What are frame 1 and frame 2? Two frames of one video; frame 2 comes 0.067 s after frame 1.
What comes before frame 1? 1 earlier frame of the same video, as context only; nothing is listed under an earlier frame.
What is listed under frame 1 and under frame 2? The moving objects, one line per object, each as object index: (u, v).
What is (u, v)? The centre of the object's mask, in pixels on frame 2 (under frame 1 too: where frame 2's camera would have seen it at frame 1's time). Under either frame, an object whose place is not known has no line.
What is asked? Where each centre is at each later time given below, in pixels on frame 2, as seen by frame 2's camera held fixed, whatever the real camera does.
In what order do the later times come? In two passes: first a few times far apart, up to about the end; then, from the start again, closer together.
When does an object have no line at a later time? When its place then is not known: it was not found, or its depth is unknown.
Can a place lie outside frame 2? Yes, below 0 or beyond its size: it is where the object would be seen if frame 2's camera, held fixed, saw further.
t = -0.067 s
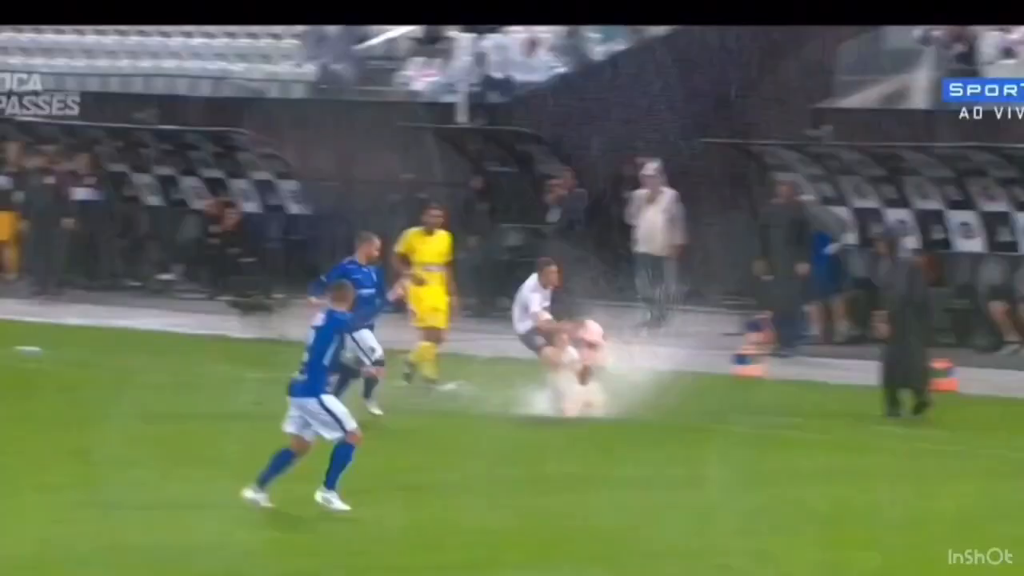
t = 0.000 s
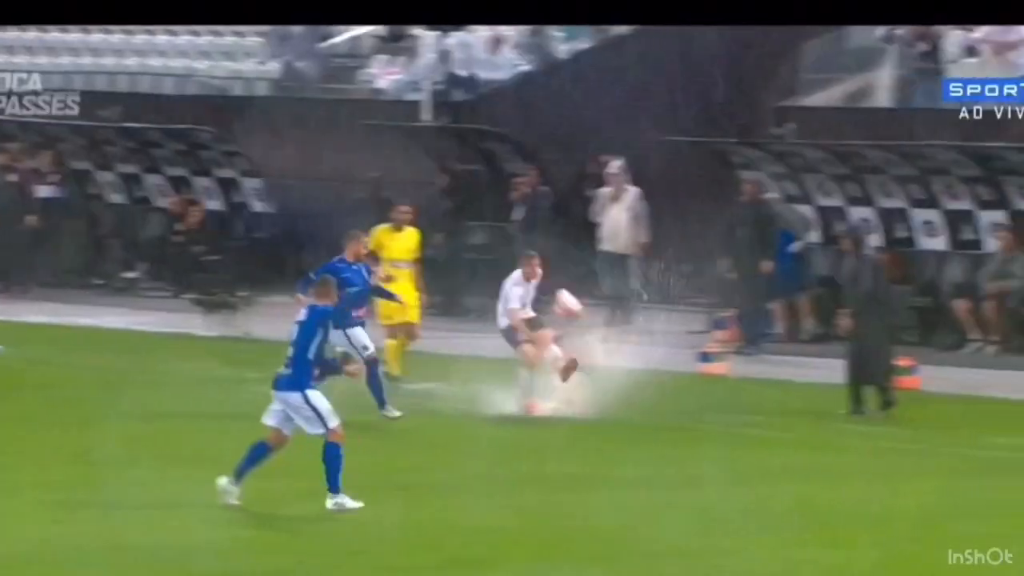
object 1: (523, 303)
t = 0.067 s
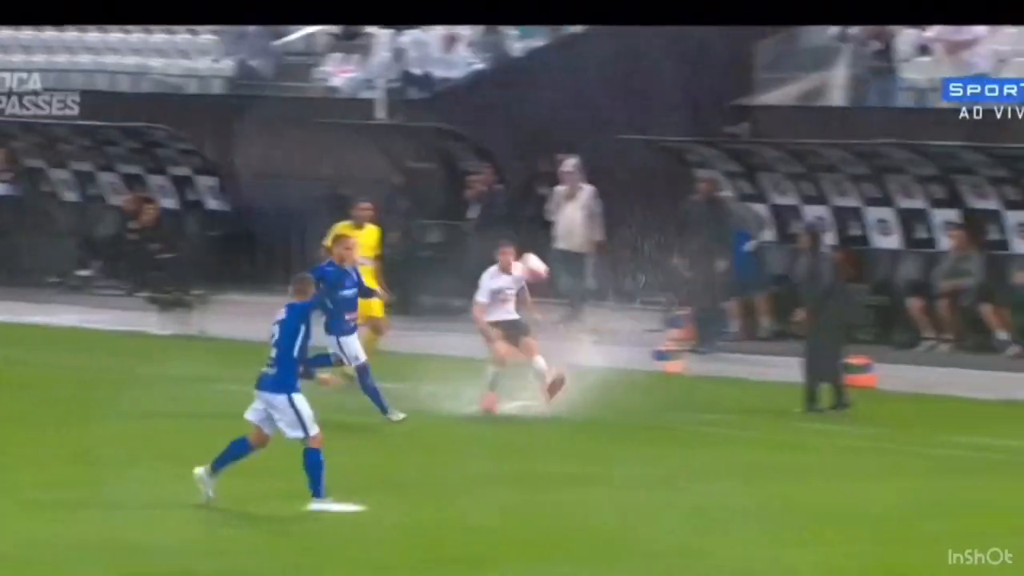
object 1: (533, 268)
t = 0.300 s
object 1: (549, 193)
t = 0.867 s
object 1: (494, 274)
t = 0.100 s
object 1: (538, 251)
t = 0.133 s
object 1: (541, 243)
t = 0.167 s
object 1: (542, 230)
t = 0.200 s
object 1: (545, 219)
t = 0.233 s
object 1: (547, 207)
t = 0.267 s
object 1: (548, 199)
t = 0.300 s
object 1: (549, 193)
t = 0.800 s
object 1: (510, 236)
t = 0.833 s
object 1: (502, 255)
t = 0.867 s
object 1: (494, 274)
